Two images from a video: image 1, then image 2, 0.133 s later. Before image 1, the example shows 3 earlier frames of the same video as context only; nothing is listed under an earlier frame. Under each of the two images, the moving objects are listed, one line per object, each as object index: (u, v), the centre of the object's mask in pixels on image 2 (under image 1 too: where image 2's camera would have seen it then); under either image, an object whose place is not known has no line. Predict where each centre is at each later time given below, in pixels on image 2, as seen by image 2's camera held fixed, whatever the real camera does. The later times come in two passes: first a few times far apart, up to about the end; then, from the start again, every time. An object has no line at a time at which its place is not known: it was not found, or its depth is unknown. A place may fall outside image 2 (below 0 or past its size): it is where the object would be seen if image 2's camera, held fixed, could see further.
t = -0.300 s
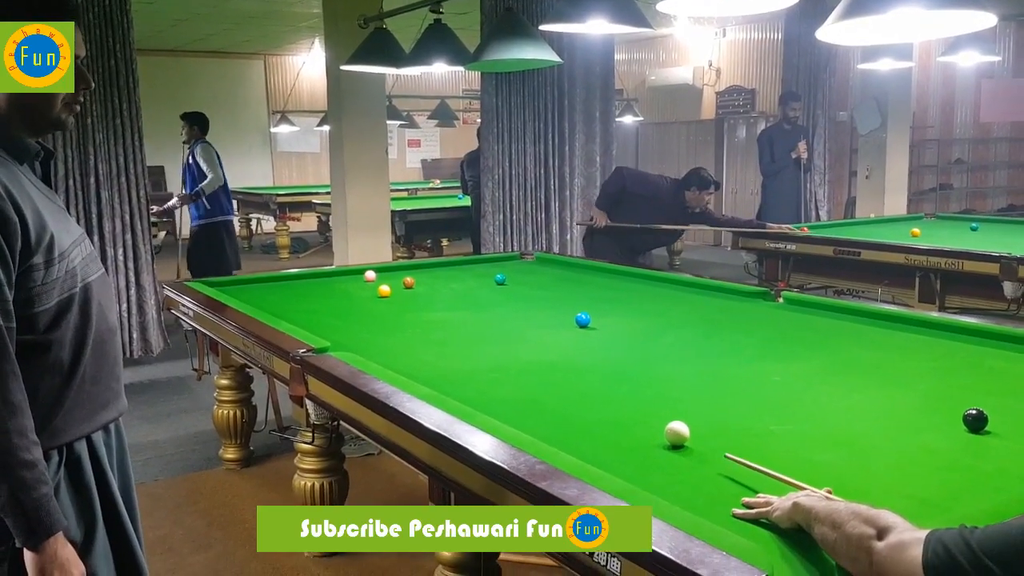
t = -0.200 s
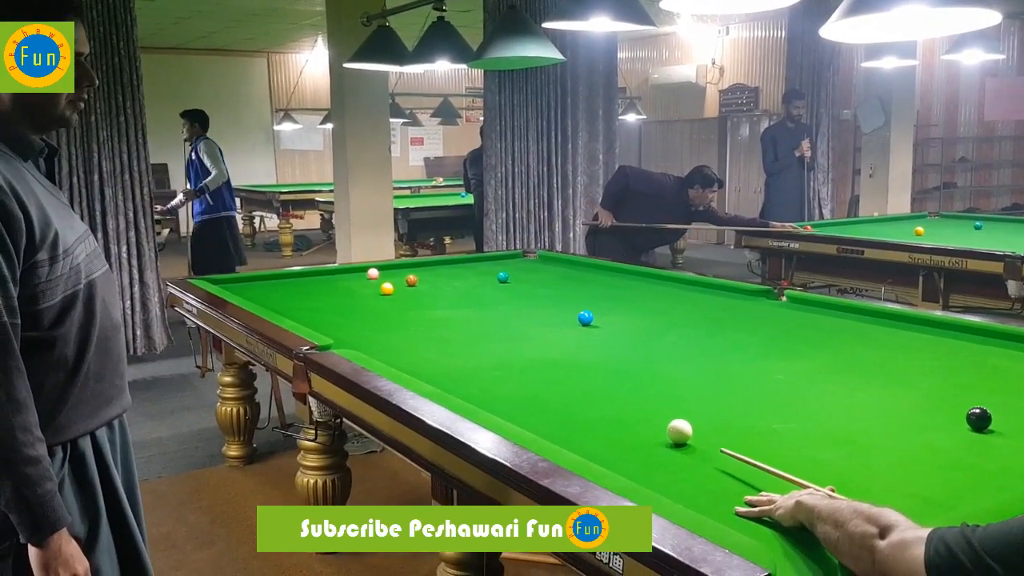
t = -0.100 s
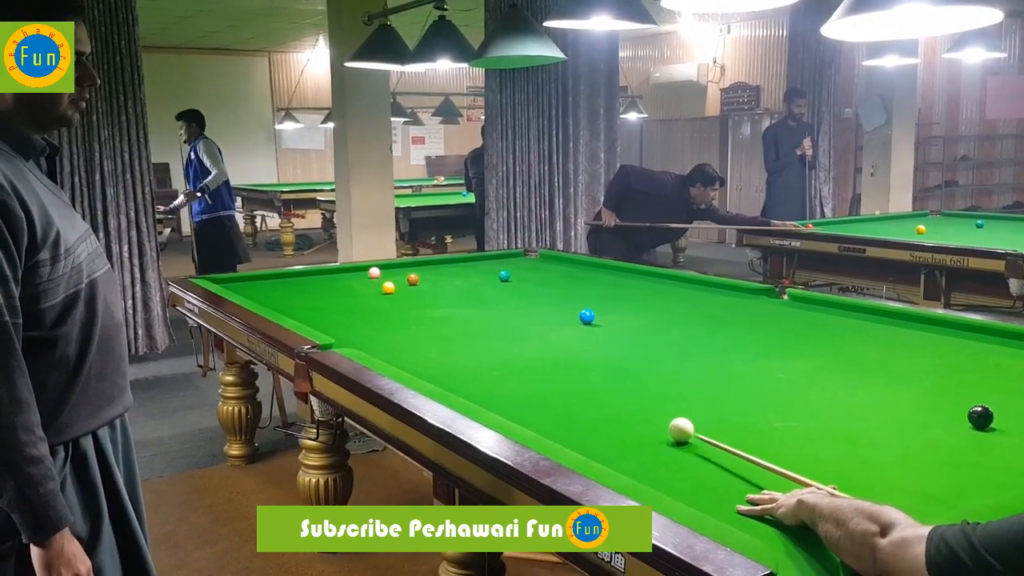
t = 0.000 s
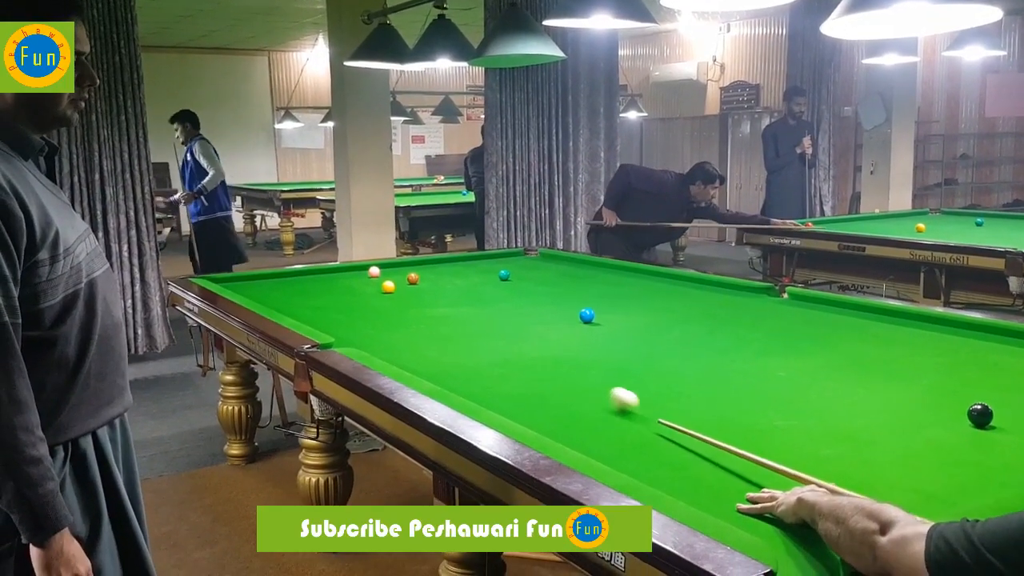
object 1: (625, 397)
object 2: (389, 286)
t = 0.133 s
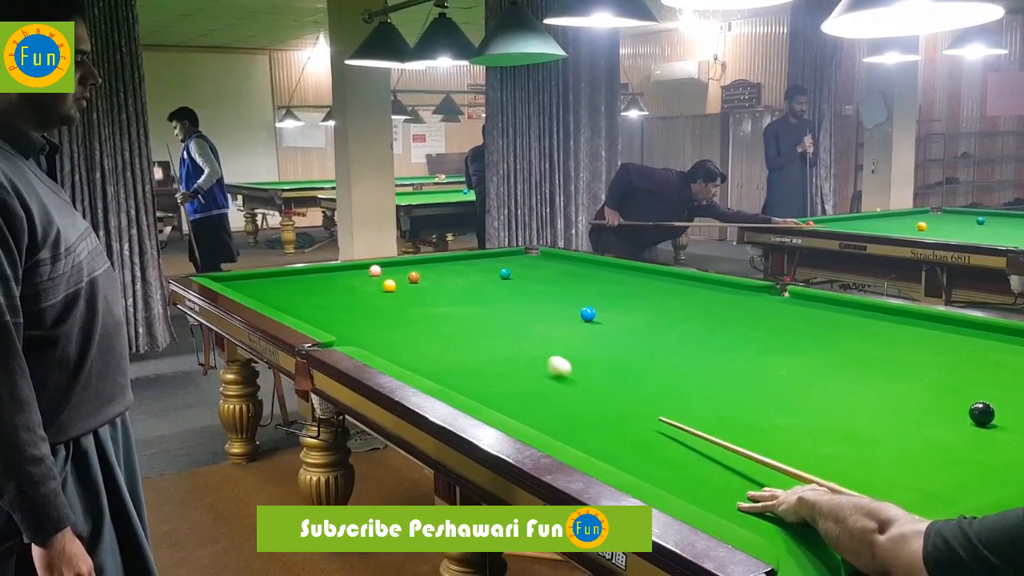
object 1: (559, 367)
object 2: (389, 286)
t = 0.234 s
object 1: (524, 349)
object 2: (389, 286)
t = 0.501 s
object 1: (457, 317)
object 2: (389, 286)
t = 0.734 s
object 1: (415, 296)
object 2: (389, 285)
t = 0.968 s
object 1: (399, 286)
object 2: (373, 280)
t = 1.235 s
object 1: (403, 280)
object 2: (341, 271)
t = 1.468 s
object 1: (399, 277)
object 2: (338, 270)
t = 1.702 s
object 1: (391, 275)
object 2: (355, 276)
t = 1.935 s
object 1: (384, 273)
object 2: (373, 281)
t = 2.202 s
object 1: (379, 271)
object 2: (395, 287)
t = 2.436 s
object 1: (379, 271)
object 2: (415, 293)
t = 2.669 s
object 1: (379, 271)
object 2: (436, 299)
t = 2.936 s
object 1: (380, 271)
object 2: (461, 306)
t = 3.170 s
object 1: (380, 271)
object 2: (484, 313)
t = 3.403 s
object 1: (379, 271)
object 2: (508, 319)
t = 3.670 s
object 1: (379, 271)
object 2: (538, 328)
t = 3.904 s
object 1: (380, 271)
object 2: (565, 335)
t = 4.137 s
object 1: (379, 271)
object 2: (594, 343)
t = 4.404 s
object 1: (379, 271)
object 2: (628, 353)
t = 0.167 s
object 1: (546, 360)
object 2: (389, 286)
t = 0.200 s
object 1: (535, 355)
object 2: (389, 286)
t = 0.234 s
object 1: (524, 349)
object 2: (389, 286)
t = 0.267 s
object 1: (514, 345)
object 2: (389, 286)
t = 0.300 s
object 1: (505, 340)
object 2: (389, 286)
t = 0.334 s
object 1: (496, 336)
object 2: (389, 286)
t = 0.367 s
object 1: (487, 332)
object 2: (389, 286)
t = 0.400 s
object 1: (479, 328)
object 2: (389, 286)
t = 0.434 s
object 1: (472, 324)
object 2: (389, 286)
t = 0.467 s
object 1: (464, 321)
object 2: (389, 285)
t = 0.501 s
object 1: (457, 317)
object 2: (389, 286)
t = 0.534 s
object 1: (450, 314)
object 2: (389, 286)
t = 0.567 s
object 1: (444, 311)
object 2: (389, 286)
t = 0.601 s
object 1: (437, 308)
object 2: (389, 285)
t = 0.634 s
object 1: (431, 305)
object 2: (389, 285)
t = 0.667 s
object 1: (426, 302)
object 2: (389, 286)
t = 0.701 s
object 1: (420, 299)
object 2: (389, 286)
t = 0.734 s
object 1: (415, 296)
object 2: (389, 285)
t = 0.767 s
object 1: (409, 294)
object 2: (389, 285)
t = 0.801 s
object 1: (404, 291)
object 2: (389, 285)
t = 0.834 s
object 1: (400, 289)
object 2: (388, 285)
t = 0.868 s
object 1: (395, 287)
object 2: (387, 285)
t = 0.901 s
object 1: (396, 286)
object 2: (383, 283)
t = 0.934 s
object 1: (398, 286)
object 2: (378, 282)
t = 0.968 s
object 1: (399, 286)
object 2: (373, 280)
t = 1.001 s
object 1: (400, 285)
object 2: (368, 279)
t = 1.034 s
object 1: (401, 284)
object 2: (364, 278)
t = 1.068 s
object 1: (402, 284)
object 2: (359, 276)
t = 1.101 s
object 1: (402, 283)
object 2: (356, 275)
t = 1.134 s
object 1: (402, 282)
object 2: (352, 274)
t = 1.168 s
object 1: (402, 282)
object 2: (348, 273)
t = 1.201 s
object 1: (403, 281)
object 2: (345, 272)
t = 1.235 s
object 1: (403, 280)
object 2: (341, 271)
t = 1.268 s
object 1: (403, 280)
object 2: (338, 270)
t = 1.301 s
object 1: (404, 279)
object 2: (335, 269)
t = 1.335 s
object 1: (404, 278)
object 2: (332, 268)
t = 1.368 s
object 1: (403, 278)
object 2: (331, 268)
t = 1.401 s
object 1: (401, 278)
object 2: (333, 269)
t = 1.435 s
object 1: (400, 277)
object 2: (336, 270)
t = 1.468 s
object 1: (399, 277)
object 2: (338, 270)
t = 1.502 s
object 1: (397, 277)
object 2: (341, 271)
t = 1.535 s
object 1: (396, 276)
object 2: (343, 272)
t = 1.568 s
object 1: (395, 276)
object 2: (346, 272)
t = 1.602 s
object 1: (394, 276)
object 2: (348, 273)
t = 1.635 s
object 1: (393, 275)
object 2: (351, 274)
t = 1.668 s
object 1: (392, 275)
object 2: (353, 275)
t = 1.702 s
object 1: (391, 275)
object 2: (355, 276)
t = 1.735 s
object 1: (389, 274)
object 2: (358, 276)
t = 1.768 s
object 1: (388, 274)
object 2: (361, 277)
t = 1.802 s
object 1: (388, 274)
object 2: (363, 278)
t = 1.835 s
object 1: (387, 274)
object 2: (366, 278)
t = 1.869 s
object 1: (385, 273)
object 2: (368, 279)
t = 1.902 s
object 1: (385, 273)
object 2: (371, 280)
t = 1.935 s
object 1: (384, 273)
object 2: (373, 281)
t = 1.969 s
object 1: (383, 272)
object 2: (376, 281)
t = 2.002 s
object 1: (383, 272)
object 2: (378, 282)
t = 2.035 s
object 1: (381, 272)
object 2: (381, 283)
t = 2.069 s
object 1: (380, 272)
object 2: (385, 284)
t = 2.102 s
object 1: (380, 272)
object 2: (387, 285)
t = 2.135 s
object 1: (380, 272)
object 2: (390, 285)
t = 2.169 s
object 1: (380, 272)
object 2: (392, 286)
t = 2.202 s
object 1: (379, 271)
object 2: (395, 287)
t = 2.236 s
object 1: (380, 271)
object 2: (398, 288)
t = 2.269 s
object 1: (380, 271)
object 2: (401, 289)
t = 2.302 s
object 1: (379, 271)
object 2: (403, 290)
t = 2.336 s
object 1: (379, 271)
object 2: (406, 290)
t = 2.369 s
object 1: (379, 271)
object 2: (409, 291)
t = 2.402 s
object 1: (379, 271)
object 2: (412, 292)
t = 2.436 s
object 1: (379, 271)
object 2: (415, 293)
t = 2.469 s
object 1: (379, 271)
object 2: (418, 294)
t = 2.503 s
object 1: (379, 271)
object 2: (421, 294)
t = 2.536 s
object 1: (379, 271)
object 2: (424, 295)
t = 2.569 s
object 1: (379, 271)
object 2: (427, 296)
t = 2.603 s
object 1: (379, 271)
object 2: (430, 297)
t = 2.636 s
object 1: (379, 271)
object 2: (433, 298)
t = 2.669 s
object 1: (379, 271)
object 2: (436, 299)
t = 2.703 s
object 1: (379, 271)
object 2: (439, 300)
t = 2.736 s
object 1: (380, 271)
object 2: (442, 301)
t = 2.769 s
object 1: (380, 271)
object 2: (445, 301)
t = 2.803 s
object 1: (379, 271)
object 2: (448, 302)
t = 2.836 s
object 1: (380, 271)
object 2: (451, 303)
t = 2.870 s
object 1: (379, 271)
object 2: (455, 304)
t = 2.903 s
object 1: (380, 271)
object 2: (458, 305)
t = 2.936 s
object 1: (380, 271)
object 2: (461, 306)
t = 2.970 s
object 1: (380, 271)
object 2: (464, 307)
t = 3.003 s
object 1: (380, 271)
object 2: (468, 308)
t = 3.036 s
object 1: (380, 271)
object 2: (471, 309)
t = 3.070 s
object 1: (380, 271)
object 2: (474, 310)
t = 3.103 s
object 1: (380, 271)
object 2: (478, 311)
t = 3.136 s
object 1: (380, 271)
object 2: (481, 312)
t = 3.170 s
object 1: (380, 271)
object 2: (484, 313)
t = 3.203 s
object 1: (380, 271)
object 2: (488, 314)
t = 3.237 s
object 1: (380, 271)
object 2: (491, 314)
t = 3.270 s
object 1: (380, 271)
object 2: (495, 316)
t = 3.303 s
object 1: (380, 271)
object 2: (498, 316)
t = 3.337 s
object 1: (380, 271)
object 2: (502, 318)
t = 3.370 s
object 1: (379, 271)
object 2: (505, 319)
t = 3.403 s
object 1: (379, 271)
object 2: (508, 319)
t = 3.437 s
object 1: (379, 271)
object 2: (512, 320)
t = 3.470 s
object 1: (380, 271)
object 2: (515, 322)
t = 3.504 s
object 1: (380, 271)
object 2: (519, 323)
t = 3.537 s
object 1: (380, 271)
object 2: (523, 323)
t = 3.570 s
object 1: (380, 271)
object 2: (527, 324)
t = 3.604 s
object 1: (380, 271)
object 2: (530, 326)
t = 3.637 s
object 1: (379, 271)
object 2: (534, 327)
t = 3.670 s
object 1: (379, 271)
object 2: (538, 328)
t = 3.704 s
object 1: (380, 271)
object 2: (542, 329)
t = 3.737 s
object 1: (379, 271)
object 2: (546, 330)
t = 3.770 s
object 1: (379, 271)
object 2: (549, 331)
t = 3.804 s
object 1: (379, 271)
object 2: (554, 332)
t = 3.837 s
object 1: (379, 271)
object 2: (557, 333)
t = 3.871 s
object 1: (379, 271)
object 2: (561, 334)
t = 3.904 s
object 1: (380, 271)
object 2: (565, 335)
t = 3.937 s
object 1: (379, 271)
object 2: (569, 336)
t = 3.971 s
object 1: (380, 271)
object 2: (573, 338)
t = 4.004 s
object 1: (380, 271)
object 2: (577, 339)
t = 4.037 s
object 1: (379, 271)
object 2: (581, 340)
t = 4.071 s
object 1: (379, 271)
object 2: (585, 341)
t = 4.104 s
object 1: (379, 271)
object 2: (589, 342)
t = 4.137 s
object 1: (379, 271)
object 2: (594, 343)
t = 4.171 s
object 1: (379, 271)
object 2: (598, 345)
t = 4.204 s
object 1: (379, 271)
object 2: (602, 346)
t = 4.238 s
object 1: (379, 271)
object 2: (606, 347)
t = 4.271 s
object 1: (379, 271)
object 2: (611, 348)
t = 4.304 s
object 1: (380, 271)
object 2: (615, 349)
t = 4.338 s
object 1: (380, 271)
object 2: (619, 350)
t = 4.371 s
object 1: (379, 271)
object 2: (623, 352)
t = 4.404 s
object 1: (379, 271)
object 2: (628, 353)
